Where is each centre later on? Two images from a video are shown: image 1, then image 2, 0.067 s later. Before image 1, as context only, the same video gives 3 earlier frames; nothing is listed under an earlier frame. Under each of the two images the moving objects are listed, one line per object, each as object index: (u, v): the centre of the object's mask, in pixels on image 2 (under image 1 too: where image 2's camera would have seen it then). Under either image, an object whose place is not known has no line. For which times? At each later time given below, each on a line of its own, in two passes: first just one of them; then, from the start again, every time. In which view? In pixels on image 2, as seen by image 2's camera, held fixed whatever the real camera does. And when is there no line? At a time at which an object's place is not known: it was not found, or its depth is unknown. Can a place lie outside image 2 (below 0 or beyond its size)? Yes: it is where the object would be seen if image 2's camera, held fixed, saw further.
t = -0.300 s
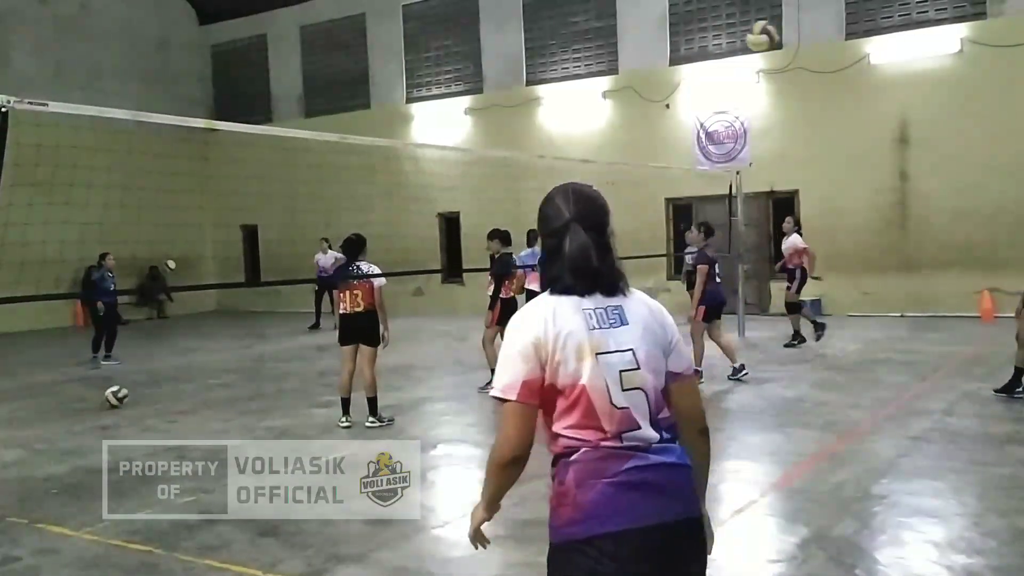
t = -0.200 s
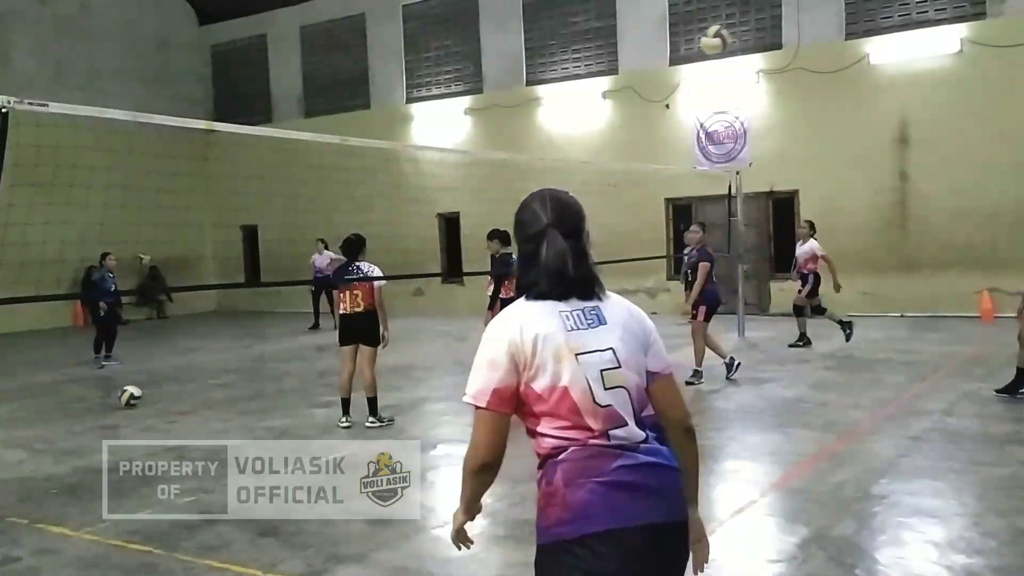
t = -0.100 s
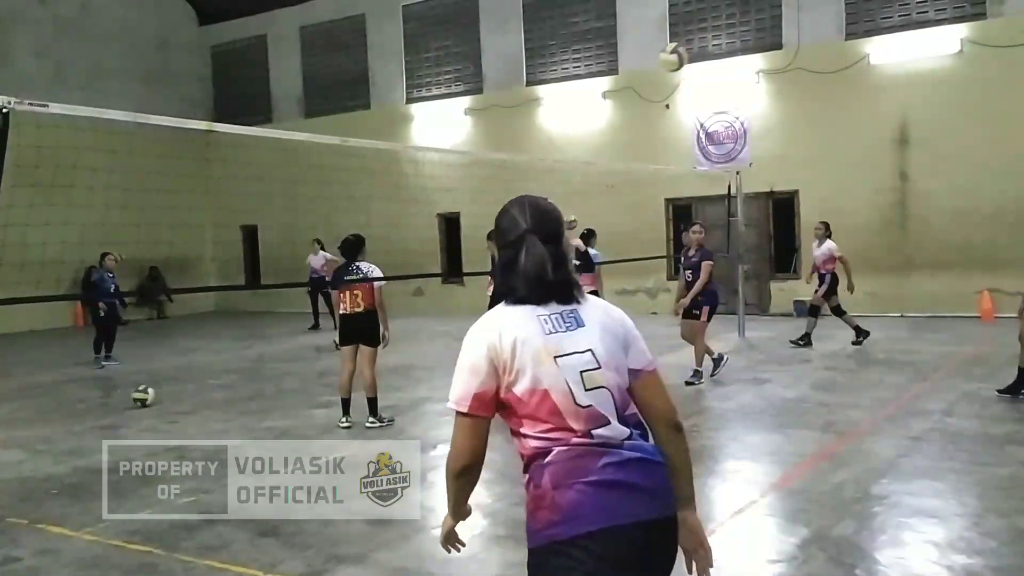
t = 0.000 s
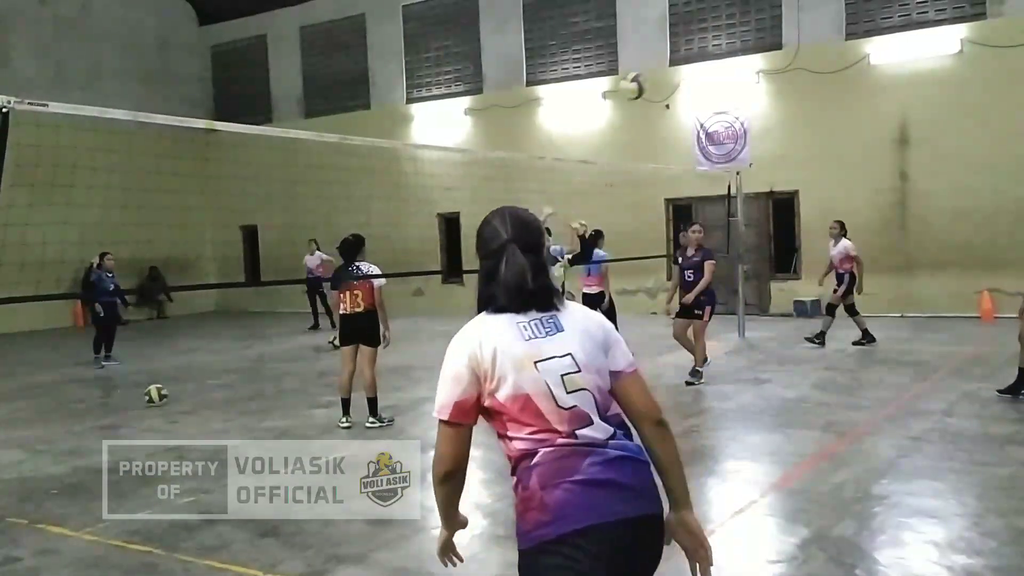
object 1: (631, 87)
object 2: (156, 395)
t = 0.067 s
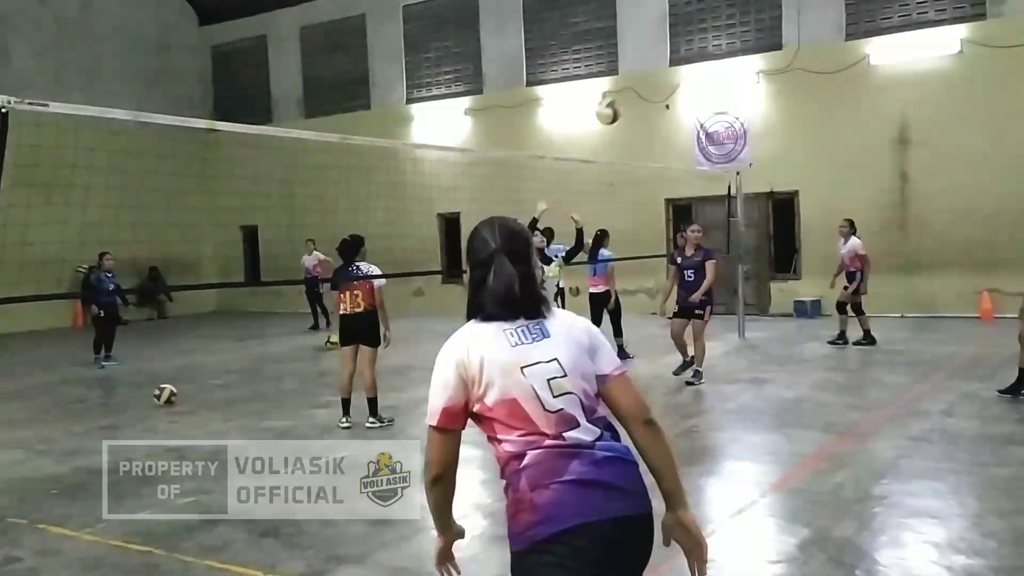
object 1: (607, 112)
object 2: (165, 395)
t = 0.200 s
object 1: (570, 169)
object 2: (180, 394)
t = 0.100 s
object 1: (595, 127)
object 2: (169, 395)
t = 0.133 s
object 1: (583, 142)
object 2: (174, 395)
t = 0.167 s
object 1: (573, 157)
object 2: (178, 394)
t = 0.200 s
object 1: (570, 169)
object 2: (180, 394)
